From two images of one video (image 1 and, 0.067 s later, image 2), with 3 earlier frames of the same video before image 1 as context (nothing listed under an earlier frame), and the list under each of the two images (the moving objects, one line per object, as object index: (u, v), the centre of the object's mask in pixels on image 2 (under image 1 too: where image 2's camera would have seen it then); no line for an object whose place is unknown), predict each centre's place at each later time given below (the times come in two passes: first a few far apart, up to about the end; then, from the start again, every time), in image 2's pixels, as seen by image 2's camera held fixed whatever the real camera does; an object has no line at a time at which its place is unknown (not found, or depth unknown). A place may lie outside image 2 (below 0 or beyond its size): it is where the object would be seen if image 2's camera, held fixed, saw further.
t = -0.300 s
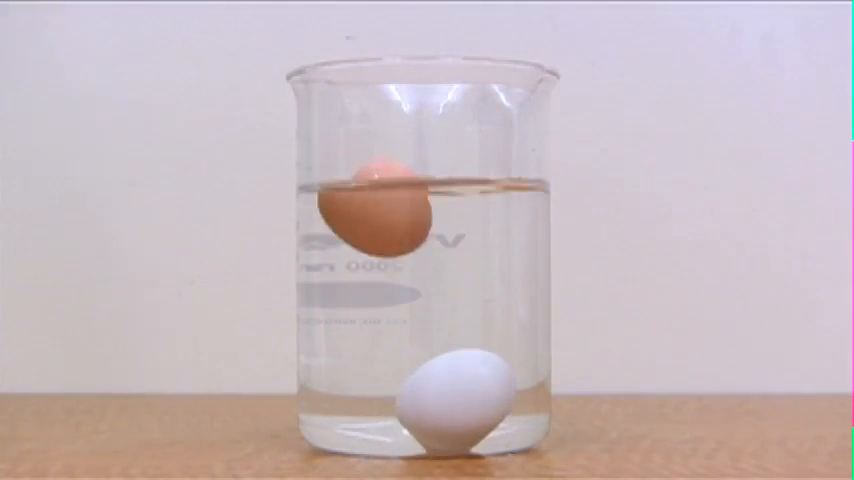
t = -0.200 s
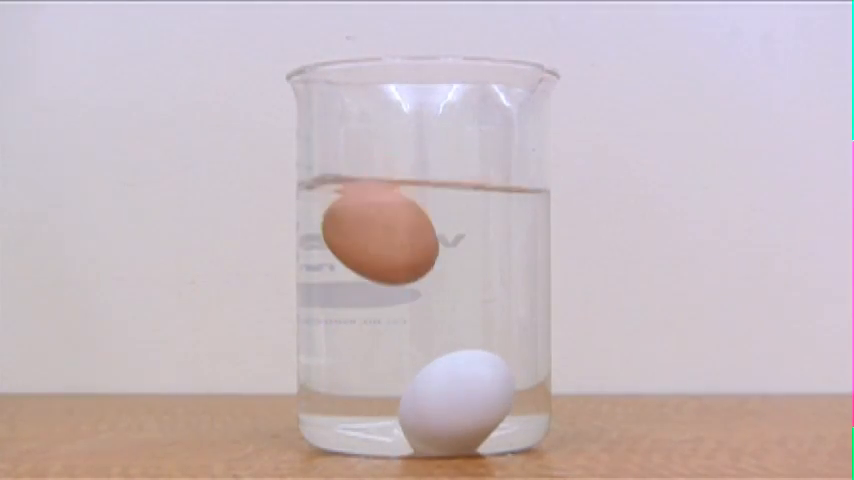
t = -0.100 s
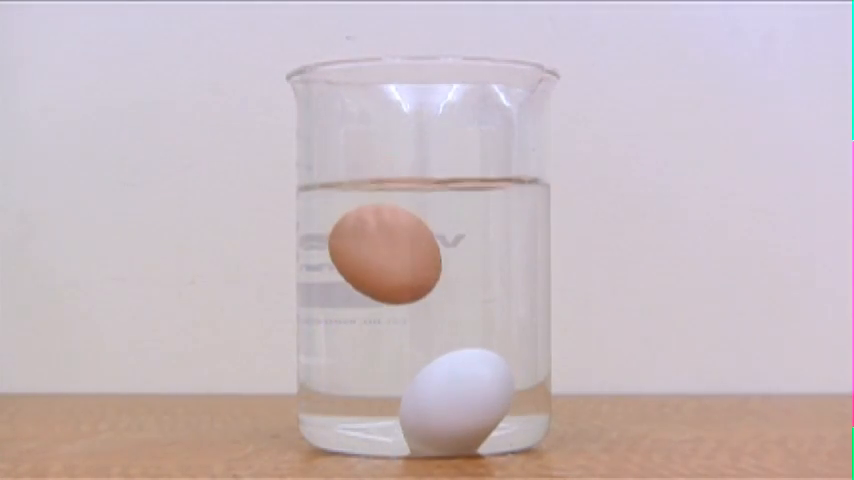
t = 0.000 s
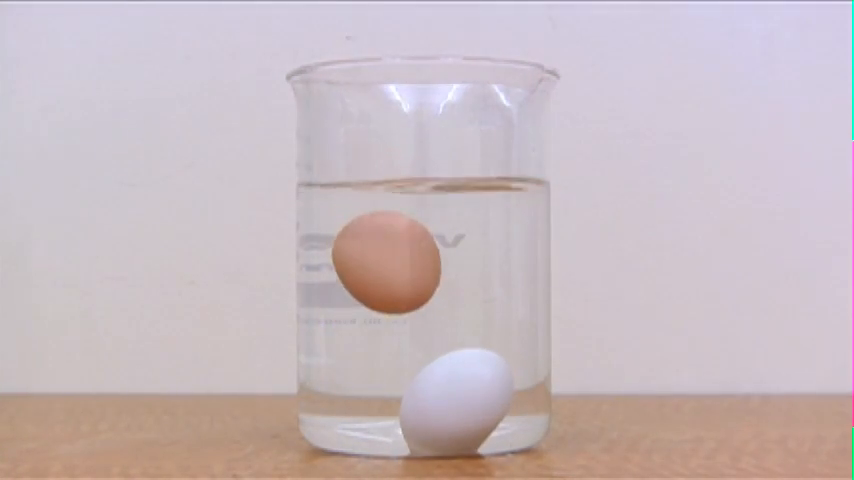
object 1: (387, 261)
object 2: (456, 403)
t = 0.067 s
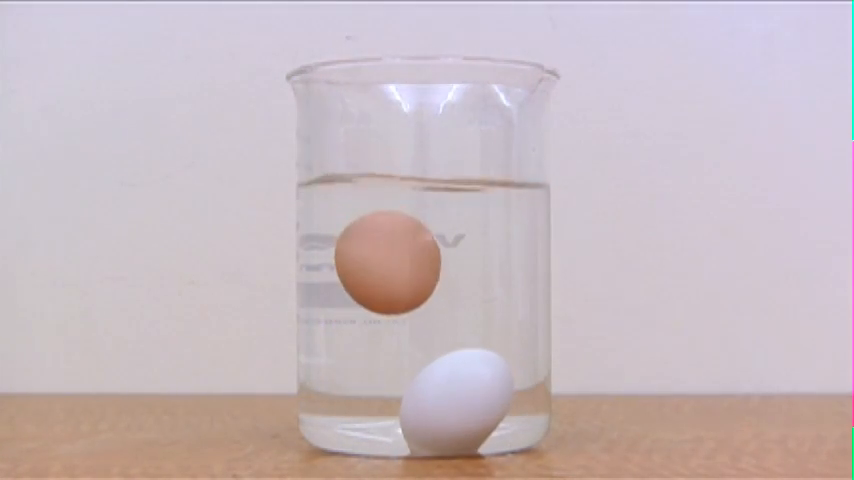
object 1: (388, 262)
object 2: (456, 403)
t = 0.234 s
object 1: (392, 245)
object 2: (458, 404)
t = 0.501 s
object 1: (393, 214)
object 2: (465, 404)
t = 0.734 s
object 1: (398, 244)
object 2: (472, 405)
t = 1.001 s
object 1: (402, 225)
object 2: (480, 406)
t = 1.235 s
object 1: (401, 225)
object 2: (484, 406)
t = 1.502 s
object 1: (406, 235)
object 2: (485, 406)
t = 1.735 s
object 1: (410, 217)
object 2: (482, 406)
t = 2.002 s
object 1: (411, 235)
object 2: (477, 406)
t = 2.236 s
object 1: (414, 222)
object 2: (472, 405)
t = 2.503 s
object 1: (418, 229)
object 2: (469, 405)
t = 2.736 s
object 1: (418, 229)
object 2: (466, 405)
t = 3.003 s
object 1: (420, 222)
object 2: (462, 405)
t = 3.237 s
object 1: (423, 230)
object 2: (458, 406)
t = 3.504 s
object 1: (424, 220)
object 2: (453, 406)
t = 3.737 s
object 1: (425, 230)
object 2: (450, 405)
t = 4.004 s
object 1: (428, 222)
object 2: (447, 405)
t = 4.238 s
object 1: (429, 229)
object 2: (444, 405)
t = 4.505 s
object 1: (430, 223)
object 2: (440, 405)
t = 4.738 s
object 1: (432, 225)
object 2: (438, 406)
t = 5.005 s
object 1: (433, 225)
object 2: (434, 406)
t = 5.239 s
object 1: (433, 225)
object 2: (432, 406)
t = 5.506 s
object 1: (435, 226)
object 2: (429, 406)
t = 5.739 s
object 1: (435, 221)
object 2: (427, 406)
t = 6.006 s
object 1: (436, 226)
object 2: (424, 406)
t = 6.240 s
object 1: (437, 222)
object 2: (420, 406)
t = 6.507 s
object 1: (438, 225)
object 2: (416, 406)
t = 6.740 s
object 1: (438, 223)
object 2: (414, 406)
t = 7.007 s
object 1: (438, 224)
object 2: (411, 407)
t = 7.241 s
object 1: (439, 224)
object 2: (409, 406)
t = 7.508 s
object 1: (438, 222)
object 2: (406, 407)
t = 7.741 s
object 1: (439, 225)
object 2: (405, 407)
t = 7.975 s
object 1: (439, 222)
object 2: (404, 407)
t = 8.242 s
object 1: (438, 224)
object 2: (404, 407)
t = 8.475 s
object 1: (438, 223)
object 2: (404, 407)
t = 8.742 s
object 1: (438, 223)
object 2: (405, 407)
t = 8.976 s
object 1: (438, 224)
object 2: (405, 407)
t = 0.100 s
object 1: (388, 260)
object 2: (456, 403)
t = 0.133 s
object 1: (389, 258)
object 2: (456, 403)
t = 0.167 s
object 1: (390, 255)
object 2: (457, 403)
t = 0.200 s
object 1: (391, 250)
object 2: (458, 403)
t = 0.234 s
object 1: (392, 245)
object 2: (458, 404)
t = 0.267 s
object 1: (393, 238)
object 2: (459, 404)
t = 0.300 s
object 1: (393, 232)
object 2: (459, 404)
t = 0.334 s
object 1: (393, 225)
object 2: (460, 404)
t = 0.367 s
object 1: (392, 224)
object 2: (461, 404)
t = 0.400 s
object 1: (392, 221)
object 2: (462, 404)
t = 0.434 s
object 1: (392, 219)
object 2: (463, 404)
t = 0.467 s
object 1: (393, 211)
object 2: (464, 404)
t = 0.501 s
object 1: (393, 214)
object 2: (465, 404)
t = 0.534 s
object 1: (394, 220)
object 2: (466, 404)
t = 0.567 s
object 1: (394, 227)
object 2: (467, 405)
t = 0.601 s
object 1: (395, 233)
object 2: (468, 405)
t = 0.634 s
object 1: (397, 237)
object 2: (469, 405)
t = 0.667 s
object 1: (398, 240)
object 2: (470, 405)
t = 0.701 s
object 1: (398, 242)
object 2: (471, 405)
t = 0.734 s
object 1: (398, 244)
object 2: (472, 405)
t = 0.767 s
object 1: (398, 244)
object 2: (473, 405)
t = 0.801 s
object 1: (398, 245)
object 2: (475, 406)
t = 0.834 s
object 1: (397, 245)
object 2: (476, 406)
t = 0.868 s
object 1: (397, 242)
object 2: (477, 406)
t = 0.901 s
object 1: (398, 239)
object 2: (478, 406)
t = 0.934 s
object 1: (400, 234)
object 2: (479, 406)
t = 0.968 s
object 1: (401, 230)
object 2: (480, 406)
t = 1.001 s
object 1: (402, 225)
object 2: (480, 406)
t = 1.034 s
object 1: (403, 221)
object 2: (481, 406)
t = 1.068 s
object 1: (403, 216)
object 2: (482, 406)
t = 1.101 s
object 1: (402, 214)
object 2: (482, 406)
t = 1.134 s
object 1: (402, 214)
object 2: (483, 406)
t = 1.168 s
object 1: (401, 216)
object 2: (483, 406)
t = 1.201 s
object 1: (400, 223)
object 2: (484, 406)
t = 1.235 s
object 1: (401, 225)
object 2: (484, 406)
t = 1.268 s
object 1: (402, 229)
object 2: (484, 406)
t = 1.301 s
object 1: (403, 232)
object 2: (484, 406)
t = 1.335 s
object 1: (404, 236)
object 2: (485, 406)
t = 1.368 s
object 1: (405, 237)
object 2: (485, 406)
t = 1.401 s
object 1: (406, 238)
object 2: (485, 406)
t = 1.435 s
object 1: (406, 238)
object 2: (485, 406)
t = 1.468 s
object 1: (406, 237)
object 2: (485, 406)
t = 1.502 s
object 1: (406, 235)
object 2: (485, 406)
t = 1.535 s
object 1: (405, 232)
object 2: (484, 406)
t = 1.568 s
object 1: (404, 229)
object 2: (484, 406)
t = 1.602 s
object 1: (405, 227)
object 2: (484, 406)
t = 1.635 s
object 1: (406, 224)
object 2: (483, 406)
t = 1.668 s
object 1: (408, 220)
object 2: (483, 406)
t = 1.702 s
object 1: (409, 217)
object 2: (482, 406)
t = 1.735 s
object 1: (410, 217)
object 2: (482, 406)
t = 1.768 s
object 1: (410, 217)
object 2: (481, 406)
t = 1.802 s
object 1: (410, 219)
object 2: (481, 406)
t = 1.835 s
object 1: (410, 222)
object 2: (480, 406)
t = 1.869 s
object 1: (410, 225)
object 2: (480, 406)
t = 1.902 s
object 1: (410, 230)
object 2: (479, 406)
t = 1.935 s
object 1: (410, 231)
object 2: (478, 406)
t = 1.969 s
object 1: (410, 233)
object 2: (477, 406)
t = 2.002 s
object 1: (411, 235)
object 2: (477, 406)
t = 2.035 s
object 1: (412, 235)
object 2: (476, 406)
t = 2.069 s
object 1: (412, 234)
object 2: (475, 406)
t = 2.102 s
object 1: (414, 233)
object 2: (474, 406)
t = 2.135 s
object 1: (414, 230)
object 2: (474, 406)
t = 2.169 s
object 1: (414, 228)
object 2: (473, 406)
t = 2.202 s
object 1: (414, 225)
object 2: (472, 405)
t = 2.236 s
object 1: (414, 222)
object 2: (472, 405)
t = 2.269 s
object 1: (413, 219)
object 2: (471, 405)
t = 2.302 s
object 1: (413, 217)
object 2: (471, 405)
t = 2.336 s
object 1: (413, 217)
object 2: (470, 405)
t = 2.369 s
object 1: (414, 218)
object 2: (470, 405)
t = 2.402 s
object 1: (415, 220)
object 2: (470, 405)
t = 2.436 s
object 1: (416, 224)
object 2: (469, 405)
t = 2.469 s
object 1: (417, 227)
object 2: (469, 405)
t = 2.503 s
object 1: (418, 229)
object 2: (469, 405)
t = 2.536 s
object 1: (418, 231)
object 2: (468, 405)
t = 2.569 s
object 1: (418, 232)
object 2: (468, 405)
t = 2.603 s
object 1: (417, 233)
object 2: (468, 405)
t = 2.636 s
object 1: (417, 233)
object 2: (467, 405)
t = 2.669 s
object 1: (417, 232)
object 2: (467, 405)
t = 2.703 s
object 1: (417, 231)
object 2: (466, 405)
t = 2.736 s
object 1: (418, 229)
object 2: (466, 405)
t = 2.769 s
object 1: (419, 227)
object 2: (465, 405)
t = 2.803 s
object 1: (420, 225)
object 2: (465, 405)
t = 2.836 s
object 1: (420, 224)
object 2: (464, 405)
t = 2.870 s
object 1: (421, 219)
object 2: (464, 405)
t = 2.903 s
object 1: (420, 218)
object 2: (463, 405)
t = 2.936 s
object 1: (420, 218)
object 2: (463, 405)
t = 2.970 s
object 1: (420, 219)
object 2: (462, 405)
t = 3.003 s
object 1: (420, 222)
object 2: (462, 405)
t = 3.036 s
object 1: (420, 226)
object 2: (461, 406)
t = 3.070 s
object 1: (420, 228)
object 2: (460, 406)
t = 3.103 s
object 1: (421, 230)
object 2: (460, 406)
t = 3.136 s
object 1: (422, 231)
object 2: (459, 406)
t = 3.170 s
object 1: (422, 231)
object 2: (459, 406)
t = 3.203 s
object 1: (423, 231)
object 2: (458, 406)
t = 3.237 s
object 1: (423, 230)
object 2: (458, 406)
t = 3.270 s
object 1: (423, 229)
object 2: (457, 406)
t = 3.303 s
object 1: (423, 227)
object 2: (457, 406)
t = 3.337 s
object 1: (423, 225)
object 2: (456, 406)
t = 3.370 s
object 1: (423, 224)
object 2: (455, 406)
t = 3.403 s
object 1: (423, 222)
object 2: (455, 406)
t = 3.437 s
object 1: (423, 220)
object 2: (454, 406)
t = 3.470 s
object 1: (423, 219)
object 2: (454, 406)
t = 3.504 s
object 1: (424, 220)
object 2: (453, 406)
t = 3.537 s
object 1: (424, 221)
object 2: (453, 405)
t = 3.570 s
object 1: (425, 223)
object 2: (453, 405)
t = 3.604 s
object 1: (426, 225)
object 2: (452, 405)
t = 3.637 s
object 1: (426, 227)
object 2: (451, 405)
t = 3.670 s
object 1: (426, 228)
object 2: (451, 405)
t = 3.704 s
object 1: (426, 229)
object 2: (450, 405)
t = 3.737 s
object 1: (425, 230)
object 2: (450, 405)
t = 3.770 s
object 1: (425, 230)
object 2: (450, 405)
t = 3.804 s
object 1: (425, 230)
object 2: (449, 405)
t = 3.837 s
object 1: (426, 228)
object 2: (449, 405)
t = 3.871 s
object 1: (427, 227)
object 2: (448, 405)
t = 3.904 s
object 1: (427, 225)
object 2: (448, 405)
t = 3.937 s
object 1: (428, 224)
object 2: (448, 405)
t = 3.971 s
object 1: (428, 223)
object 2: (447, 405)
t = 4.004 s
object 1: (428, 222)
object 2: (447, 405)
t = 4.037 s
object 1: (428, 222)
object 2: (446, 405)
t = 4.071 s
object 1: (428, 223)
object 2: (446, 405)
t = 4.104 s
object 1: (427, 224)
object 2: (445, 405)
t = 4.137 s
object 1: (428, 225)
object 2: (445, 405)
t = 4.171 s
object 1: (428, 226)
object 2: (445, 405)
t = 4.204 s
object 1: (428, 227)
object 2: (444, 405)
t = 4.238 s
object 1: (429, 229)
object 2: (444, 405)
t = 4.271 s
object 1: (429, 229)
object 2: (443, 405)
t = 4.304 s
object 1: (430, 229)
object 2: (443, 405)
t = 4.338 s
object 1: (430, 229)
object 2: (442, 405)
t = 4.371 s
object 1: (430, 228)
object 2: (442, 405)
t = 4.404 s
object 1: (430, 227)
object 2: (442, 405)
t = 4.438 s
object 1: (430, 226)
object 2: (441, 405)
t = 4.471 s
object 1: (430, 225)
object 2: (441, 405)
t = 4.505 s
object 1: (430, 223)
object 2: (440, 405)
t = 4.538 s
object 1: (430, 222)
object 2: (440, 405)
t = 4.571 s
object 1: (430, 221)
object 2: (440, 405)
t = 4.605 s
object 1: (430, 221)
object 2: (439, 405)
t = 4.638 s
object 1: (431, 221)
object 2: (439, 405)
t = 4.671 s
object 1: (431, 221)
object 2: (438, 405)
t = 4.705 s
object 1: (432, 222)
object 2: (438, 406)
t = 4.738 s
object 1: (432, 225)
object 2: (438, 406)
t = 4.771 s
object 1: (432, 227)
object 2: (437, 406)
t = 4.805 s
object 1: (432, 228)
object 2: (437, 406)
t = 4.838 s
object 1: (432, 228)
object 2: (436, 406)
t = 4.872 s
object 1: (432, 228)
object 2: (435, 406)
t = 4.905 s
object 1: (432, 228)
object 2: (435, 406)
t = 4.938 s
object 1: (432, 228)
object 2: (435, 406)
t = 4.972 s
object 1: (432, 227)
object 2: (434, 406)
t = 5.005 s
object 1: (433, 225)
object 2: (434, 406)
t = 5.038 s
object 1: (433, 225)
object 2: (434, 406)
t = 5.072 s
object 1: (434, 224)
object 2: (433, 406)
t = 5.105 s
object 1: (434, 223)
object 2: (433, 406)
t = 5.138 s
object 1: (433, 223)
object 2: (433, 406)
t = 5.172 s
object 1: (433, 223)
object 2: (432, 406)
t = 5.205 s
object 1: (433, 224)
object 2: (432, 406)
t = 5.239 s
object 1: (433, 225)
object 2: (432, 406)
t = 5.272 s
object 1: (433, 226)
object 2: (431, 406)
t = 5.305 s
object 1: (434, 227)
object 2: (431, 406)
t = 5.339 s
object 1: (434, 226)
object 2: (431, 406)
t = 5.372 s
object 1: (434, 227)
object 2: (431, 406)
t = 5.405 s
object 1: (435, 227)
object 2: (430, 406)
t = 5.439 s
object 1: (435, 227)
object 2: (430, 406)
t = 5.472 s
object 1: (435, 227)
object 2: (430, 406)
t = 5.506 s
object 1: (435, 226)
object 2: (429, 406)
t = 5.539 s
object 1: (435, 225)
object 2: (429, 406)
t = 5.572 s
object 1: (434, 224)
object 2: (429, 406)
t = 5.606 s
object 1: (434, 223)
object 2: (428, 406)
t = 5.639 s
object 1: (434, 222)
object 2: (428, 406)
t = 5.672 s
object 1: (435, 221)
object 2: (428, 406)
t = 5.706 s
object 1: (435, 221)
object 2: (428, 406)
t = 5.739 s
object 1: (435, 221)
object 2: (427, 406)
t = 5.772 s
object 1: (435, 221)
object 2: (427, 406)
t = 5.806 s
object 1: (436, 222)
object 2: (426, 406)
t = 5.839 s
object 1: (436, 223)
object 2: (426, 406)
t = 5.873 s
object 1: (436, 224)
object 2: (426, 406)
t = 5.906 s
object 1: (436, 225)
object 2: (425, 406)
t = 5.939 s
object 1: (436, 226)
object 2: (425, 406)
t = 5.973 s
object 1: (436, 226)
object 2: (424, 406)
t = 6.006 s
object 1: (436, 226)
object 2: (424, 406)
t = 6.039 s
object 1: (436, 226)
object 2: (423, 406)
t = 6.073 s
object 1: (436, 226)
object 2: (423, 406)
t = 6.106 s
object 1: (437, 225)
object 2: (423, 406)
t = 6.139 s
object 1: (437, 224)
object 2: (422, 406)
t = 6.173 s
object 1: (437, 223)
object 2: (421, 406)
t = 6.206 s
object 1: (437, 222)
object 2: (421, 406)
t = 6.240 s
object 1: (437, 222)
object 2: (420, 406)
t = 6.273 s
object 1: (436, 221)
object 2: (420, 406)
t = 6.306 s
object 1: (436, 221)
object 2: (419, 406)
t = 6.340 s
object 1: (436, 222)
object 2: (419, 406)
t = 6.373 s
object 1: (436, 222)
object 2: (418, 406)
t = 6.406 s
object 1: (437, 224)
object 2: (417, 406)
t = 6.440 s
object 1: (437, 224)
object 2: (417, 406)
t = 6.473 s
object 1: (437, 225)
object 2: (416, 406)
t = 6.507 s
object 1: (438, 225)
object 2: (416, 406)
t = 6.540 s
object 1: (438, 226)
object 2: (415, 406)
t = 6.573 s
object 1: (438, 226)
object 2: (415, 406)
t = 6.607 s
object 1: (438, 226)
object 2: (415, 407)
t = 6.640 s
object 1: (438, 225)
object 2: (414, 407)
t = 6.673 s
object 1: (438, 225)
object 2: (414, 407)
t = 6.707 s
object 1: (437, 224)
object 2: (414, 407)
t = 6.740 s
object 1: (438, 223)
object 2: (414, 406)
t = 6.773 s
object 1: (438, 222)
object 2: (413, 406)
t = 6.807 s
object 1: (438, 222)
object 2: (413, 406)
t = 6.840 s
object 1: (438, 221)
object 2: (413, 406)
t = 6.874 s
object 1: (438, 222)
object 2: (413, 406)
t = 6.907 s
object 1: (438, 222)
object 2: (412, 406)
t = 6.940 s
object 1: (438, 222)
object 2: (412, 407)
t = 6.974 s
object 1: (438, 223)
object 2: (411, 407)
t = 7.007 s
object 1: (438, 224)
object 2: (411, 407)
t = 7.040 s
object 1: (438, 224)
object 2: (411, 407)
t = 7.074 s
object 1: (438, 224)
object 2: (411, 407)
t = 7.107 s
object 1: (438, 225)
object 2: (410, 406)
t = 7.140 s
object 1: (438, 225)
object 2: (410, 406)
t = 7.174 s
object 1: (439, 225)
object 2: (409, 406)
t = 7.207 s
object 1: (439, 225)
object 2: (409, 406)
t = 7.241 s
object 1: (439, 224)
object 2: (409, 406)
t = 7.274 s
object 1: (439, 223)
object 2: (408, 406)
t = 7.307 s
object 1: (439, 223)
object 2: (408, 407)
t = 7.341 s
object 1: (439, 222)
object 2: (408, 406)
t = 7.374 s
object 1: (438, 222)
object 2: (408, 407)
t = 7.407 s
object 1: (438, 222)
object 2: (407, 407)
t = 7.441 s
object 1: (438, 222)
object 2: (407, 407)
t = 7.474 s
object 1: (438, 222)
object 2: (407, 407)
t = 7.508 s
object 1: (438, 222)
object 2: (406, 407)
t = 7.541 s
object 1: (438, 223)
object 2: (406, 407)
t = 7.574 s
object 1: (439, 223)
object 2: (406, 407)
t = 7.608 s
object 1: (439, 224)
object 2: (406, 407)
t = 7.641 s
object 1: (439, 224)
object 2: (405, 407)
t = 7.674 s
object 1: (439, 224)
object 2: (405, 407)
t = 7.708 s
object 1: (439, 225)
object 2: (405, 407)
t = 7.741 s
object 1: (439, 225)
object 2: (405, 407)
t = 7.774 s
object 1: (439, 224)
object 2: (405, 407)
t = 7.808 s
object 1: (438, 224)
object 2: (404, 407)
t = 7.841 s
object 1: (438, 224)
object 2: (404, 407)
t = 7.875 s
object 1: (438, 223)
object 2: (404, 407)
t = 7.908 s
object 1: (439, 223)
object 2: (404, 407)
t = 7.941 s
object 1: (439, 222)
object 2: (404, 407)
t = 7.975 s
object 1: (439, 222)
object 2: (404, 407)
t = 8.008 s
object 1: (439, 222)
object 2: (404, 407)
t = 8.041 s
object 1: (439, 222)
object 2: (404, 407)
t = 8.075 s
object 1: (438, 222)
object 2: (404, 407)
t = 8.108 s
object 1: (438, 223)
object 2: (404, 407)
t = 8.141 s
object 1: (438, 223)
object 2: (404, 407)
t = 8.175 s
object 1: (438, 223)
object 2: (404, 407)
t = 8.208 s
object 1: (438, 224)
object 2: (404, 407)
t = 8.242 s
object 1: (438, 224)
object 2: (404, 407)
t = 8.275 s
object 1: (438, 224)
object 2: (404, 407)
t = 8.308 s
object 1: (438, 224)
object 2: (404, 407)
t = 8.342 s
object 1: (438, 224)
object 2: (404, 407)
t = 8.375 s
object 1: (439, 224)
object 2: (404, 407)
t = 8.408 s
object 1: (439, 223)
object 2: (404, 407)
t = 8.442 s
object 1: (438, 223)
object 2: (404, 407)
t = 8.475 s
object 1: (438, 223)
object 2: (404, 407)
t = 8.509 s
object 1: (438, 223)
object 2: (404, 407)
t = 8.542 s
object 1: (438, 222)
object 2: (404, 407)
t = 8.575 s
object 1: (438, 222)
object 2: (404, 407)
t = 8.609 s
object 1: (438, 222)
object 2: (404, 407)
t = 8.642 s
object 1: (438, 222)
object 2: (404, 407)
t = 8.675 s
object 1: (438, 223)
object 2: (405, 407)
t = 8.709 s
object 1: (438, 223)
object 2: (405, 407)
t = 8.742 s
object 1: (438, 223)
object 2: (405, 407)
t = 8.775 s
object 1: (438, 224)
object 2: (405, 407)
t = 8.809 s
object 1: (438, 224)
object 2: (405, 407)
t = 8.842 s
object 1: (438, 224)
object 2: (405, 407)
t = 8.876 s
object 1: (438, 224)
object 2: (405, 407)
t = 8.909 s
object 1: (438, 224)
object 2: (405, 407)
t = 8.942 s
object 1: (438, 224)
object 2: (405, 407)
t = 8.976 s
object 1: (438, 224)
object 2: (405, 407)
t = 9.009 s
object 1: (438, 223)
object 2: (406, 407)
